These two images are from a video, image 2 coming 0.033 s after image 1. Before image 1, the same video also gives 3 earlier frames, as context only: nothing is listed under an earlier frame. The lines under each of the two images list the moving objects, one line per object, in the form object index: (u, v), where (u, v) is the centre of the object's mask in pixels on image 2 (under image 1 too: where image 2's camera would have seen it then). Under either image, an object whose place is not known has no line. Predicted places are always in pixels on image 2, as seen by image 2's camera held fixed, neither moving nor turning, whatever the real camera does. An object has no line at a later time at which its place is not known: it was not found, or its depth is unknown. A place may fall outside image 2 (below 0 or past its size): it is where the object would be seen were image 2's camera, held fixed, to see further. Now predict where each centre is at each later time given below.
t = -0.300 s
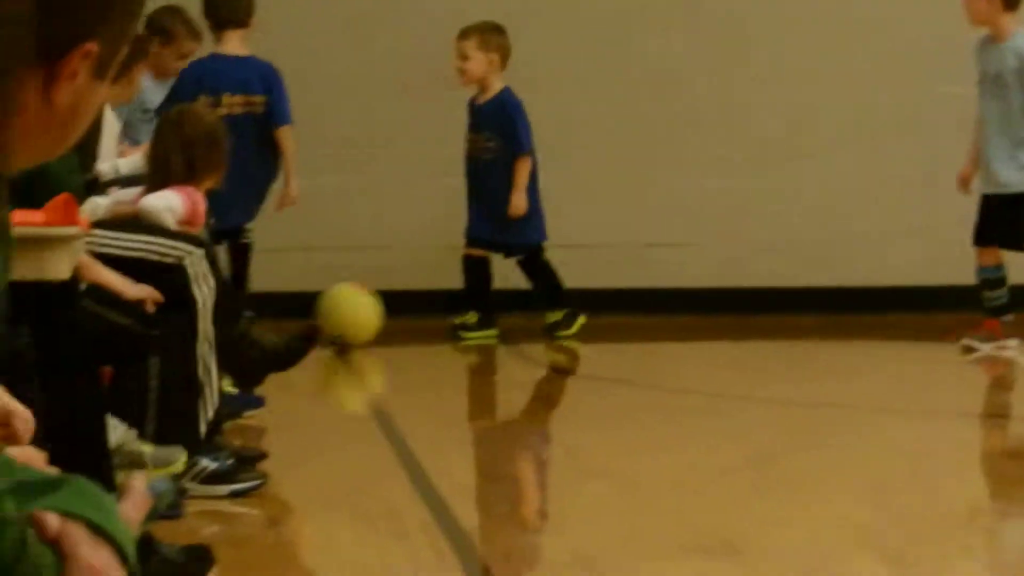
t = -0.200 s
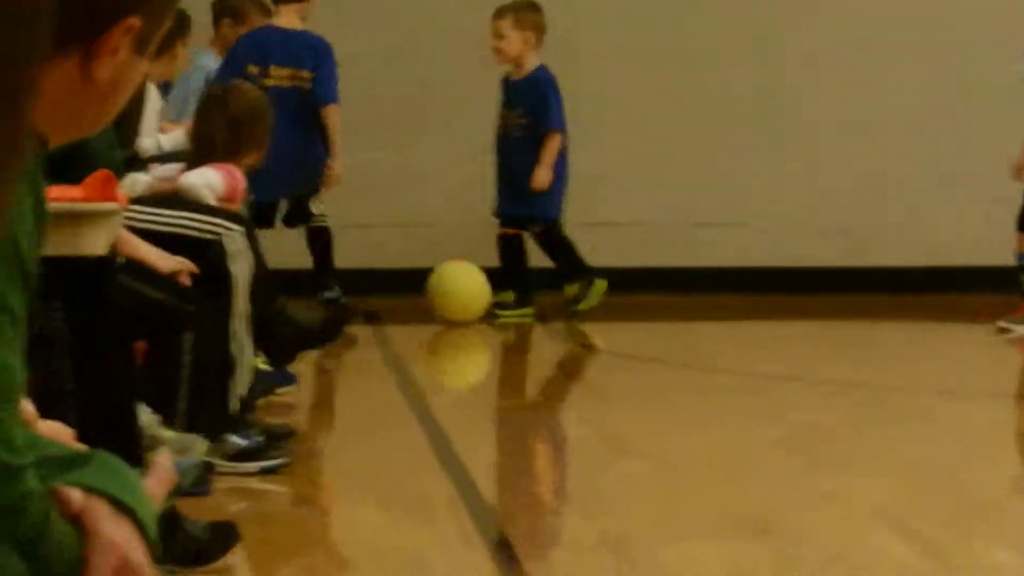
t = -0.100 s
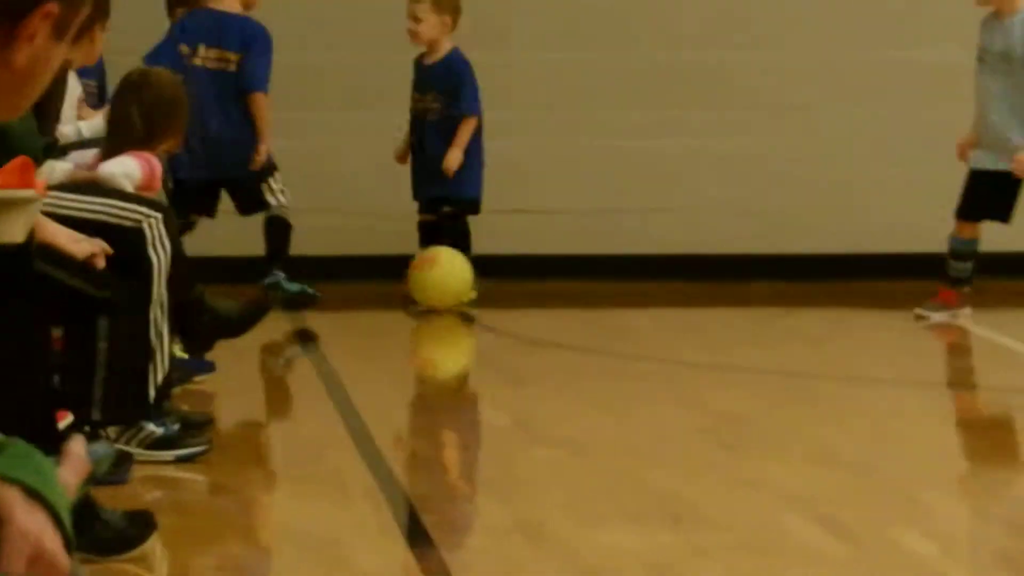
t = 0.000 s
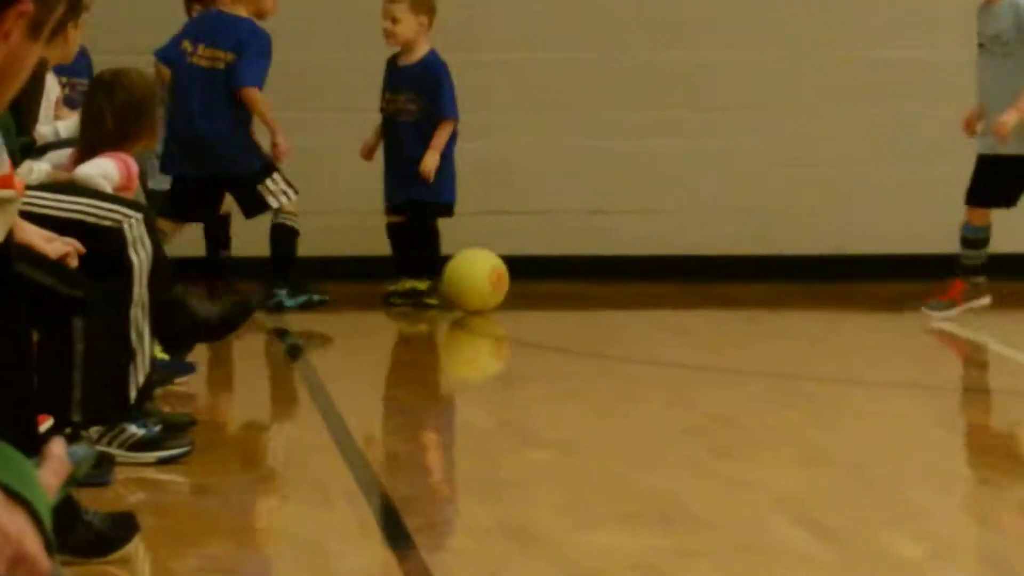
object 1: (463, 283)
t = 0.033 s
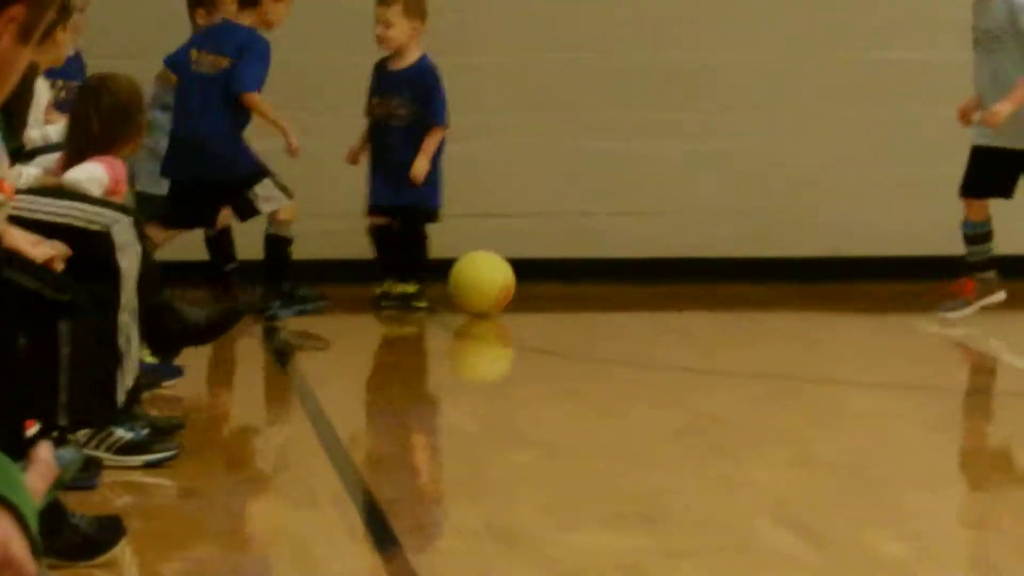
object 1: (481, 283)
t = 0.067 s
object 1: (497, 283)
